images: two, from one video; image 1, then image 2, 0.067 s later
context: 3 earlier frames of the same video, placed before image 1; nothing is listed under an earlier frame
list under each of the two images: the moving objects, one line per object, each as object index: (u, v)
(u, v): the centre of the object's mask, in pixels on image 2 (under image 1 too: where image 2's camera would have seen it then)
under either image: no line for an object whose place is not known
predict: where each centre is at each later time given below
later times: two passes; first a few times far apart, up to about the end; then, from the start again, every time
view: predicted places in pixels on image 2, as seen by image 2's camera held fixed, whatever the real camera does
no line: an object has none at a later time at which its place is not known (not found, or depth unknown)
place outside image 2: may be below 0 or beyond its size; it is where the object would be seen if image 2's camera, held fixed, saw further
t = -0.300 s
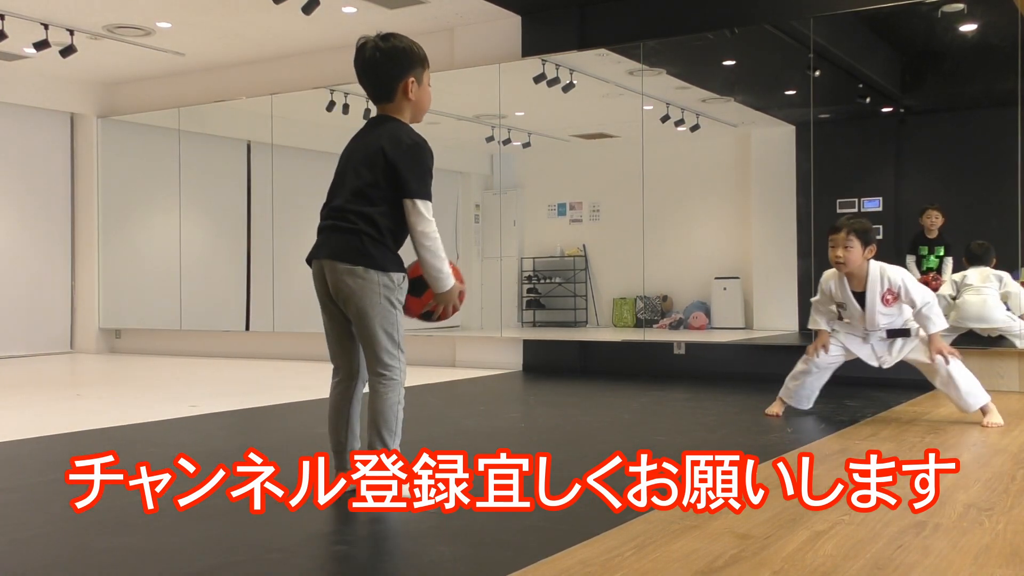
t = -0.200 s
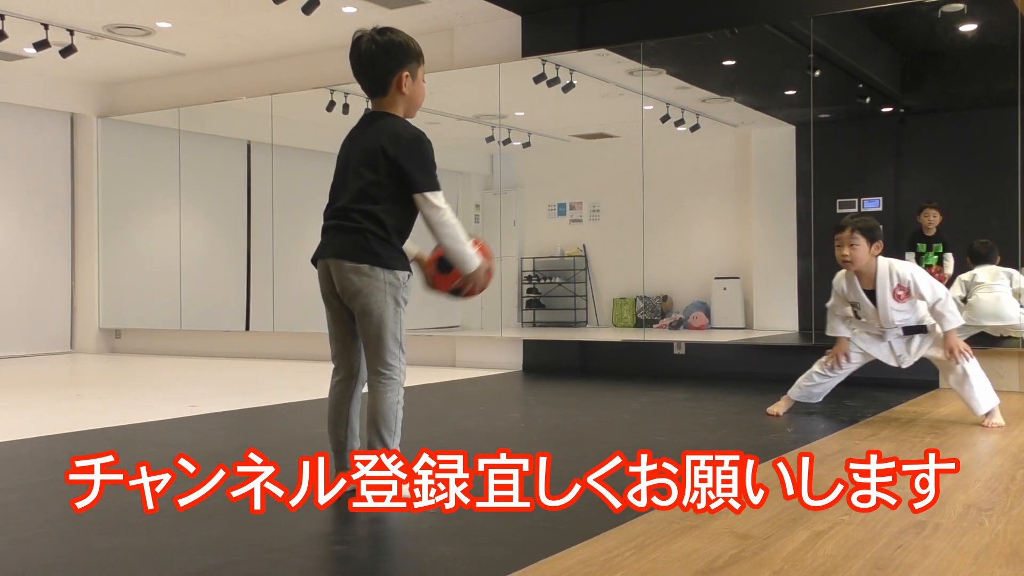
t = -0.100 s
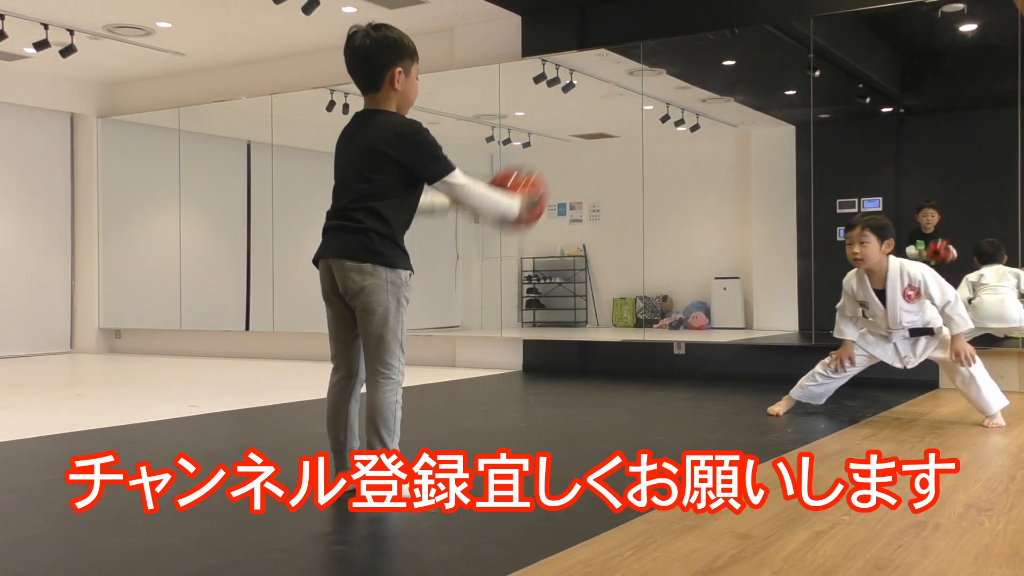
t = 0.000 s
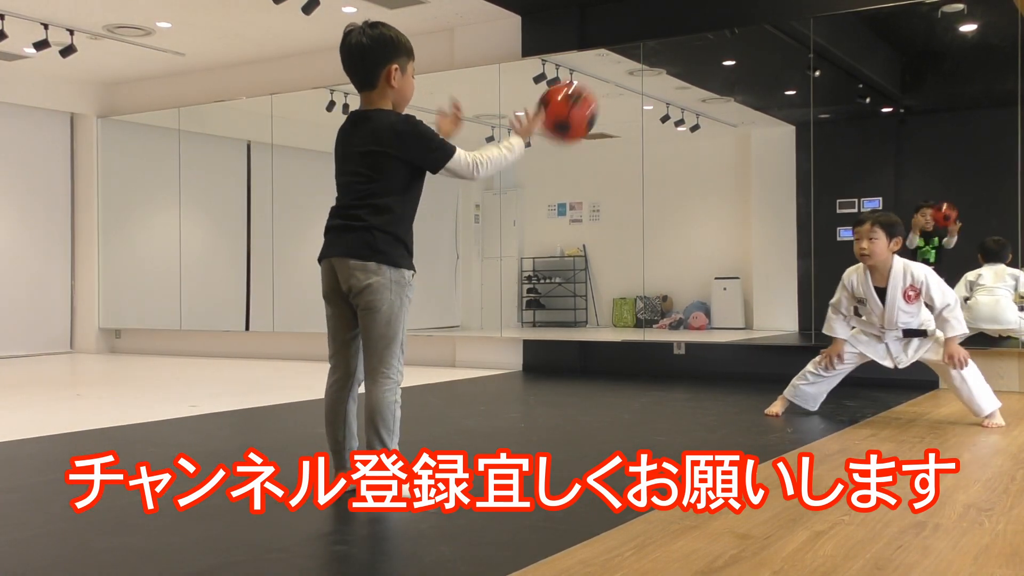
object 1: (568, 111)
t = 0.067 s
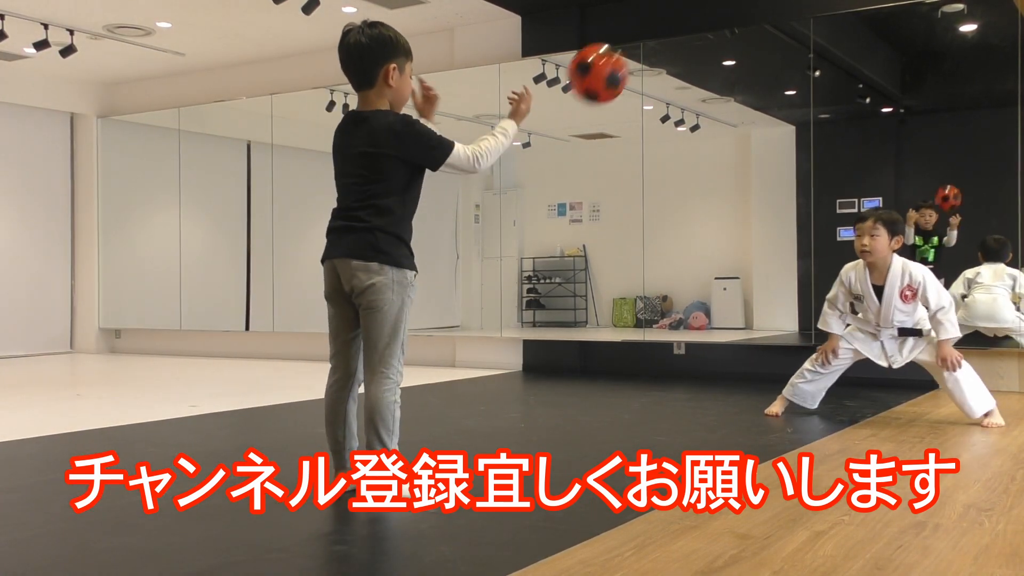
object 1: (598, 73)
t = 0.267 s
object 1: (679, 44)
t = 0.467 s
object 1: (747, 119)
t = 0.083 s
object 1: (607, 65)
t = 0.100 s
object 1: (613, 59)
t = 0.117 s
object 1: (620, 54)
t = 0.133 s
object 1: (627, 50)
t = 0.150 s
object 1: (634, 46)
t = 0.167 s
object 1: (641, 44)
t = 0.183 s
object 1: (648, 42)
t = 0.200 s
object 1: (654, 41)
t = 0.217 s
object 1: (661, 41)
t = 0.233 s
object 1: (667, 41)
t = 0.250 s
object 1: (673, 42)
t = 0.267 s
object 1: (679, 44)
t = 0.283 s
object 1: (685, 46)
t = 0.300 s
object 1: (691, 50)
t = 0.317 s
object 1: (697, 53)
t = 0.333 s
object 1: (703, 57)
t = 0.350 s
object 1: (709, 62)
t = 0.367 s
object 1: (715, 68)
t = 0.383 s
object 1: (721, 75)
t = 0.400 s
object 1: (726, 83)
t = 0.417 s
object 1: (731, 90)
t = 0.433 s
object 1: (736, 99)
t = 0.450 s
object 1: (742, 108)
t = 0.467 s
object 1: (747, 119)
